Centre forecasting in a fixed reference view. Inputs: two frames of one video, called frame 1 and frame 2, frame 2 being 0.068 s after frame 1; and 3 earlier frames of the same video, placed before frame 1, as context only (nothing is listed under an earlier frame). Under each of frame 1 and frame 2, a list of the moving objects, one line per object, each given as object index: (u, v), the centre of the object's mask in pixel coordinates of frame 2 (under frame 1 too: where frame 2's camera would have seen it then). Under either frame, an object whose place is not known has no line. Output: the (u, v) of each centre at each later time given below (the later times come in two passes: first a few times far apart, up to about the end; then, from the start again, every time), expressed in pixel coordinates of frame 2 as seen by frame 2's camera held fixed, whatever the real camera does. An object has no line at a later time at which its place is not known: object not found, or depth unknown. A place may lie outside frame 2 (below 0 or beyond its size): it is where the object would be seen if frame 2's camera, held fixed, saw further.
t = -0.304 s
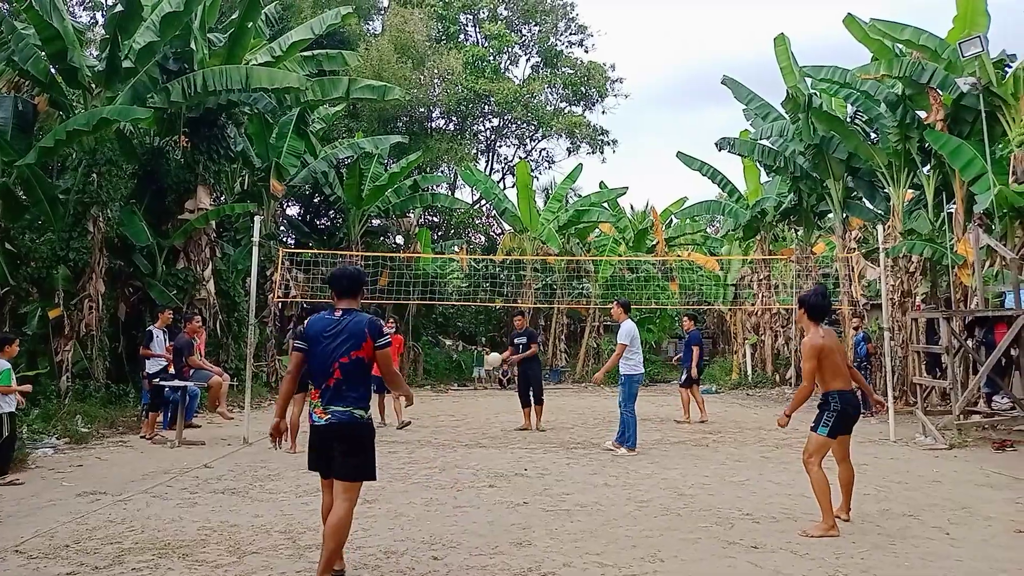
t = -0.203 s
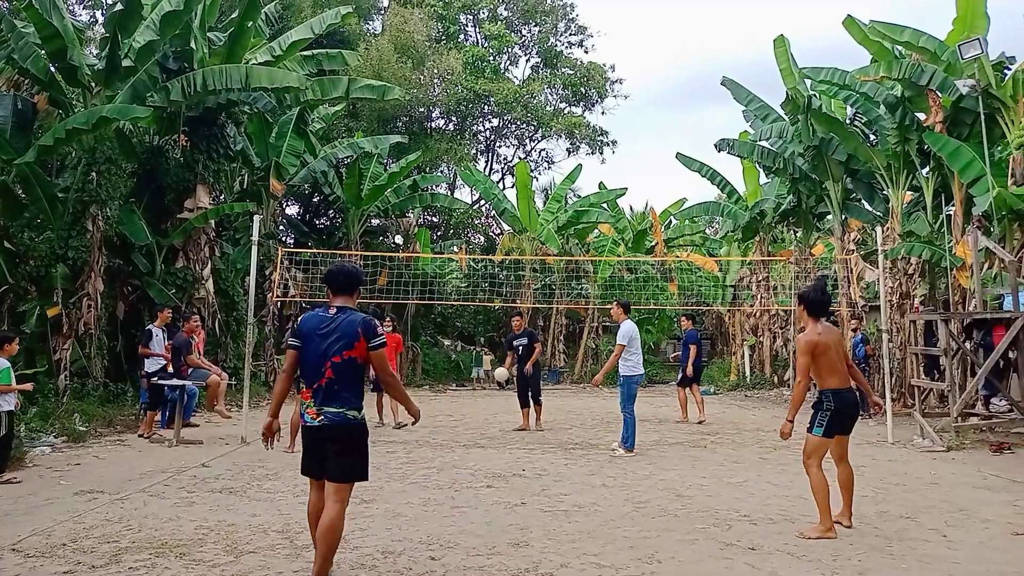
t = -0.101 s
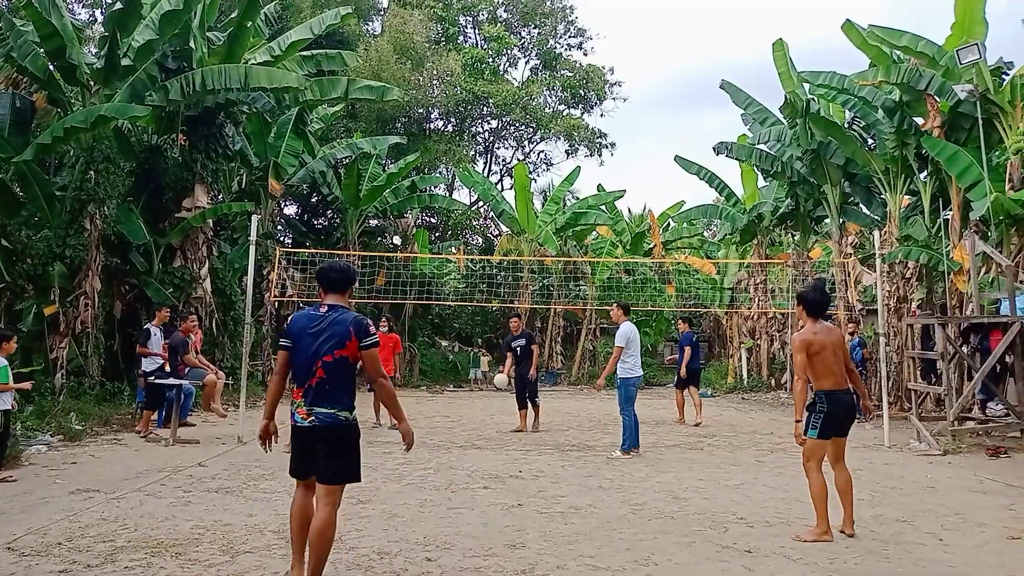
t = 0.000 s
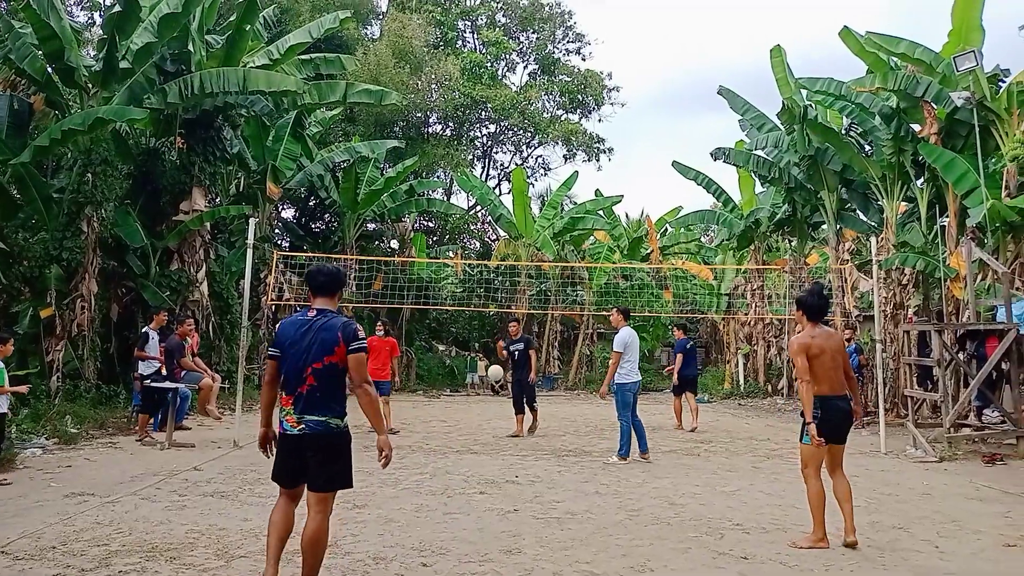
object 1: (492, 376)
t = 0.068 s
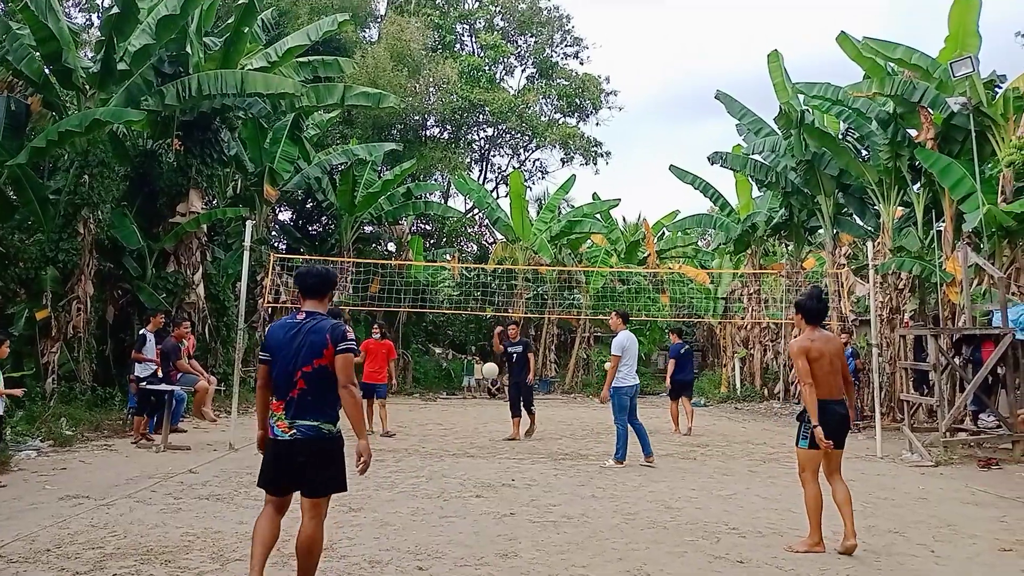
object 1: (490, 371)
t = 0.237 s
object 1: (485, 373)
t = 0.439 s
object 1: (472, 414)
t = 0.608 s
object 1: (455, 493)
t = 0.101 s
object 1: (489, 370)
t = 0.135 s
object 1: (488, 369)
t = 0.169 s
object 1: (488, 368)
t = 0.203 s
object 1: (486, 370)
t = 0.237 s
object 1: (485, 373)
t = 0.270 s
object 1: (483, 376)
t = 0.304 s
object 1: (481, 380)
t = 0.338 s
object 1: (480, 386)
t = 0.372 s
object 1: (477, 393)
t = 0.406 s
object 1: (474, 403)
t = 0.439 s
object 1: (472, 414)
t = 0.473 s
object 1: (469, 426)
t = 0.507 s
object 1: (466, 441)
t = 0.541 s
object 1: (463, 458)
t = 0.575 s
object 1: (459, 477)
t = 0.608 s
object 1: (455, 493)
